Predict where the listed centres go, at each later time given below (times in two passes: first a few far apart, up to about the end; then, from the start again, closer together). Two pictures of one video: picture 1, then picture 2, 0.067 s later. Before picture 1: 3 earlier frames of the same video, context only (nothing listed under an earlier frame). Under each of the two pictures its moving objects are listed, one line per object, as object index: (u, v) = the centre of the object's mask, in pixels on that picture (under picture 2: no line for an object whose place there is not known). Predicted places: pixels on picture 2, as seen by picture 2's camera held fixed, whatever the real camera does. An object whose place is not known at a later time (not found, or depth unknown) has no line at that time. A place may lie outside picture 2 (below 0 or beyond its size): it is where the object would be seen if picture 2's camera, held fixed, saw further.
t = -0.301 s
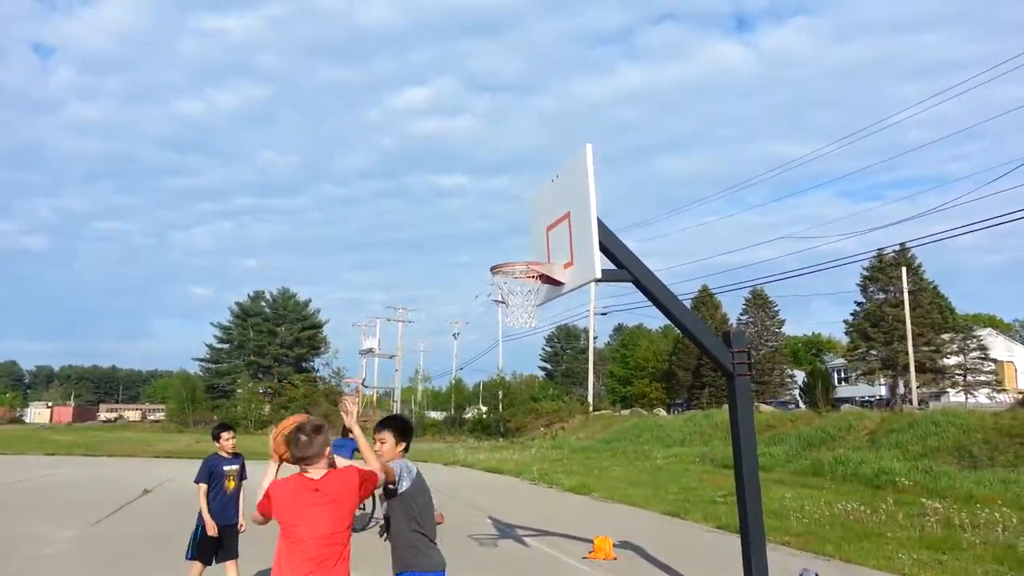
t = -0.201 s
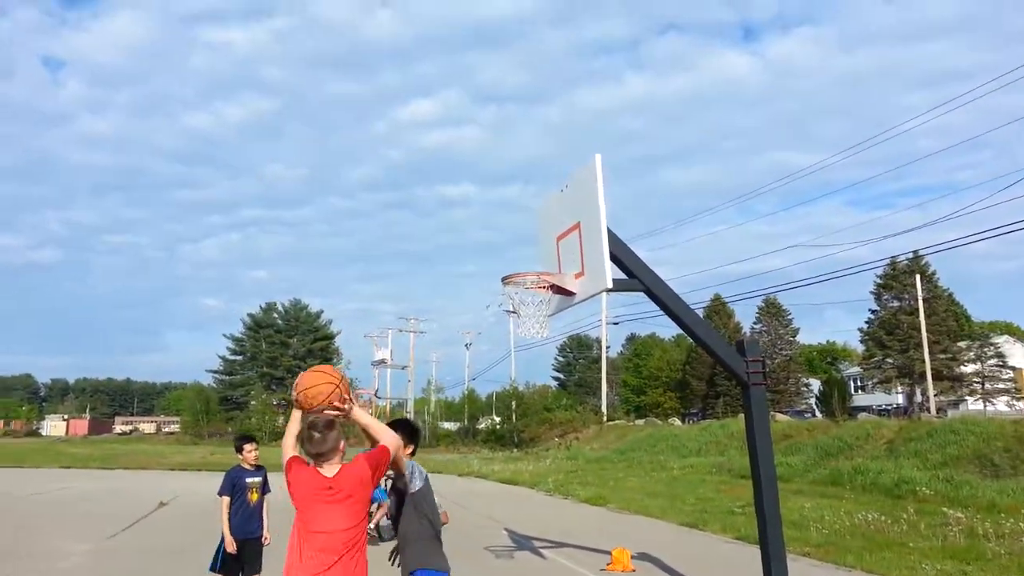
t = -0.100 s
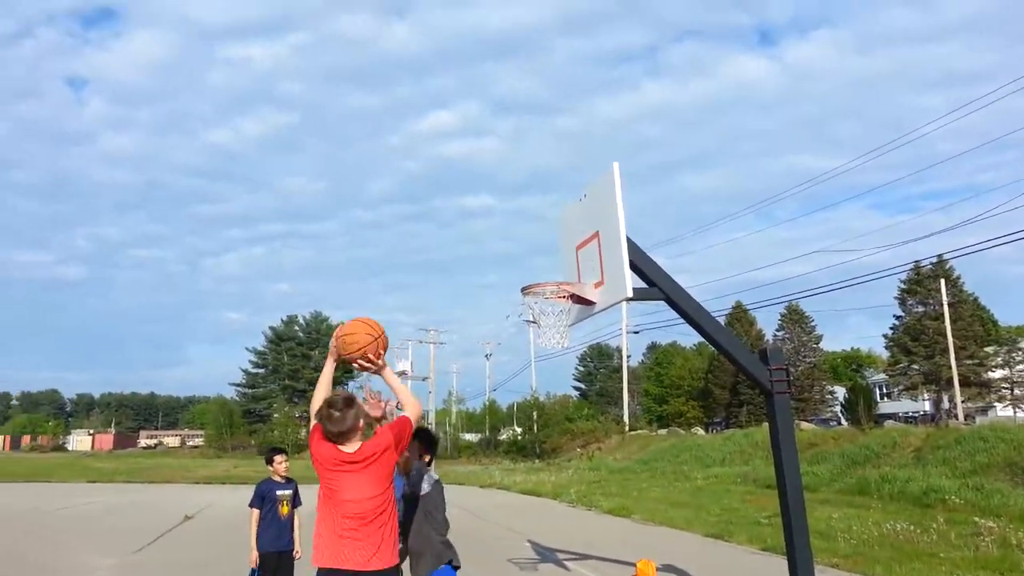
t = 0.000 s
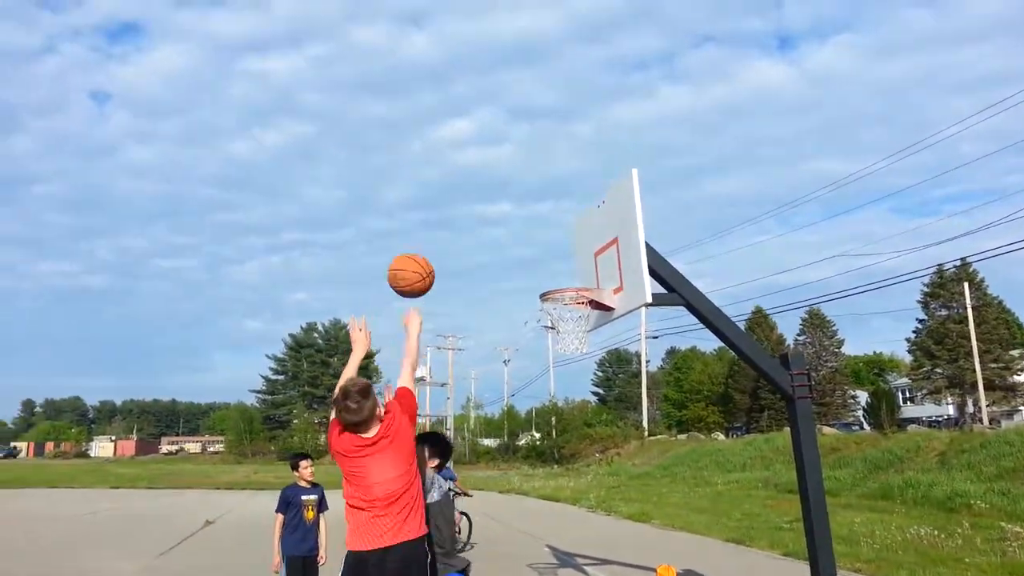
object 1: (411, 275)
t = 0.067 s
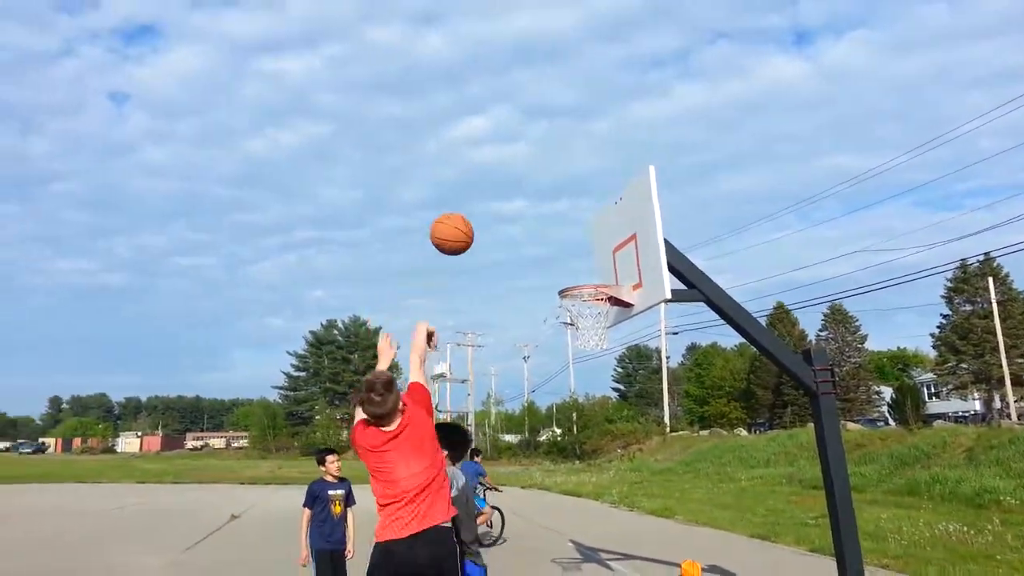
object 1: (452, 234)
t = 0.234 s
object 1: (506, 181)
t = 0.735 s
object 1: (602, 259)
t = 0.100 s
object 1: (463, 217)
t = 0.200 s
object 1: (494, 191)
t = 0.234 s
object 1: (506, 181)
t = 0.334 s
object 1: (526, 173)
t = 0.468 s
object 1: (557, 184)
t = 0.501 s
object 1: (558, 191)
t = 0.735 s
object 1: (602, 259)
